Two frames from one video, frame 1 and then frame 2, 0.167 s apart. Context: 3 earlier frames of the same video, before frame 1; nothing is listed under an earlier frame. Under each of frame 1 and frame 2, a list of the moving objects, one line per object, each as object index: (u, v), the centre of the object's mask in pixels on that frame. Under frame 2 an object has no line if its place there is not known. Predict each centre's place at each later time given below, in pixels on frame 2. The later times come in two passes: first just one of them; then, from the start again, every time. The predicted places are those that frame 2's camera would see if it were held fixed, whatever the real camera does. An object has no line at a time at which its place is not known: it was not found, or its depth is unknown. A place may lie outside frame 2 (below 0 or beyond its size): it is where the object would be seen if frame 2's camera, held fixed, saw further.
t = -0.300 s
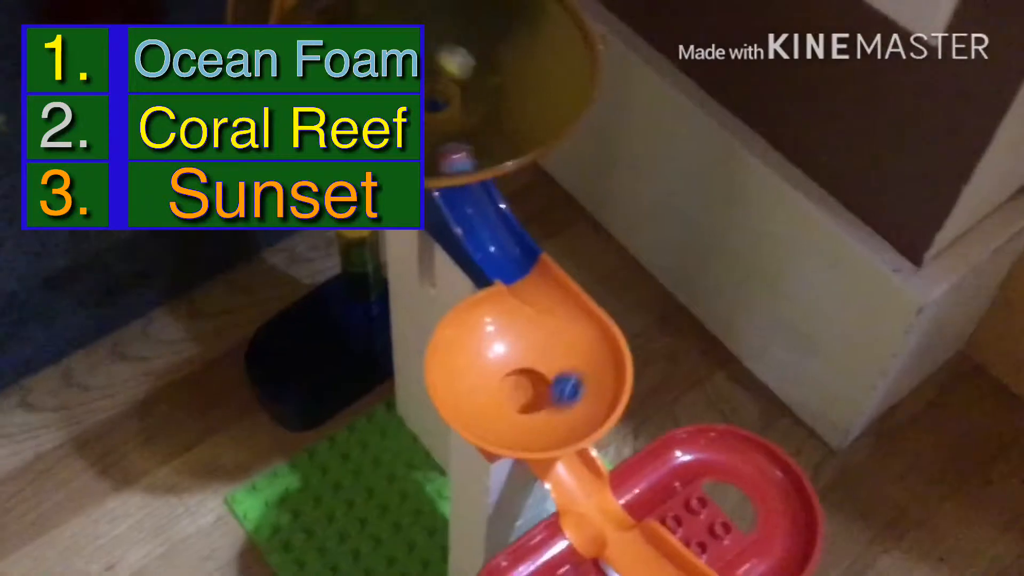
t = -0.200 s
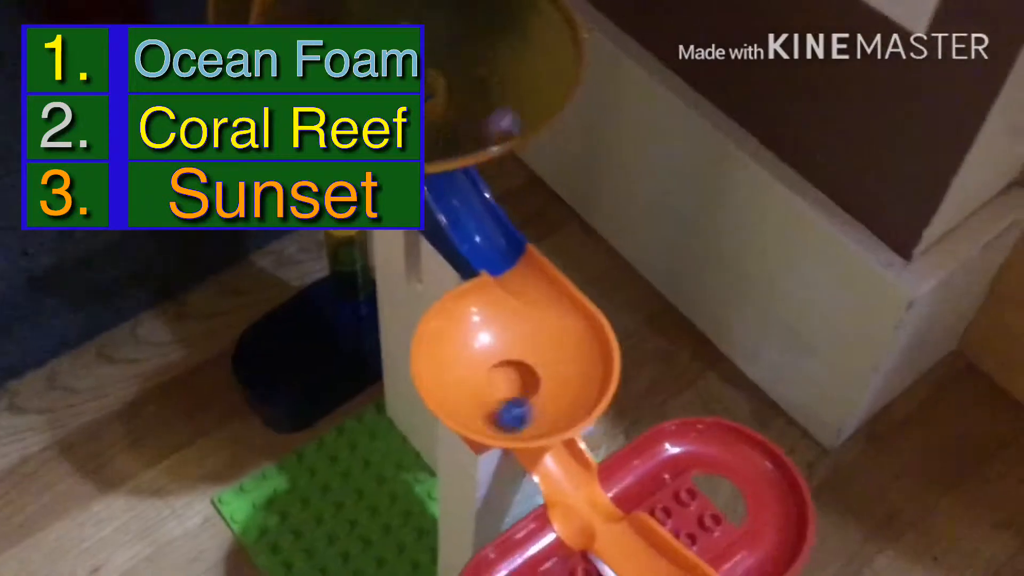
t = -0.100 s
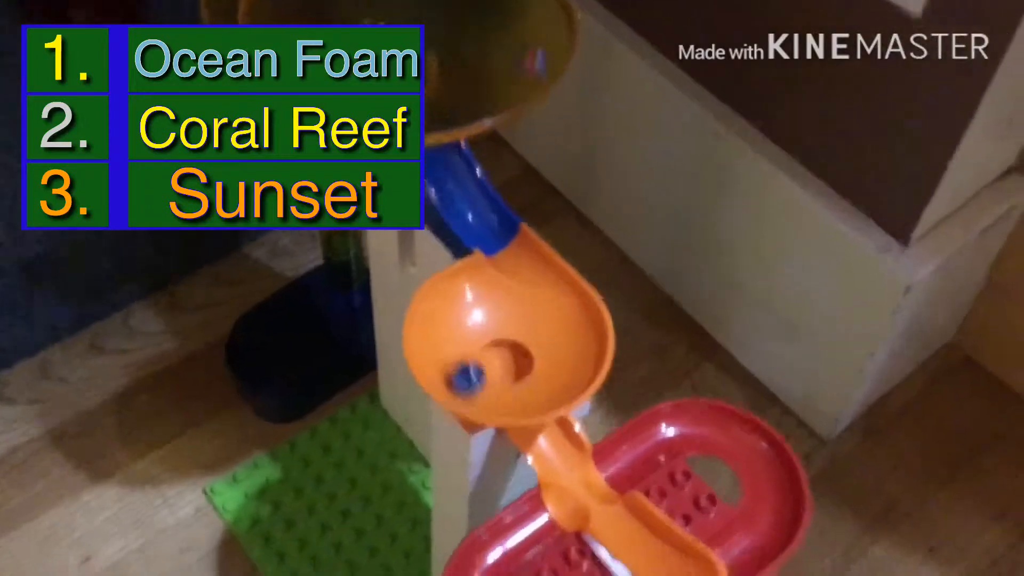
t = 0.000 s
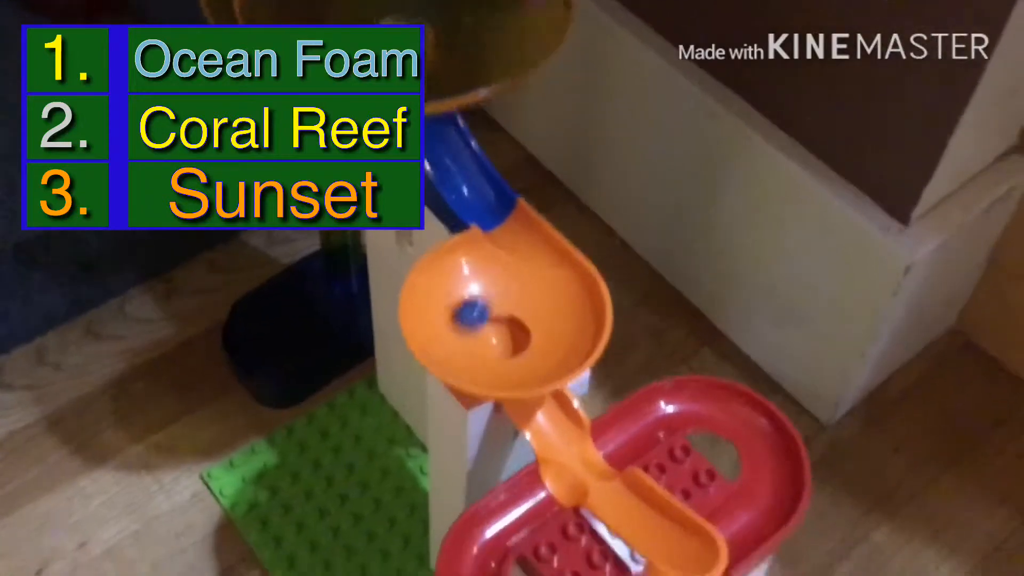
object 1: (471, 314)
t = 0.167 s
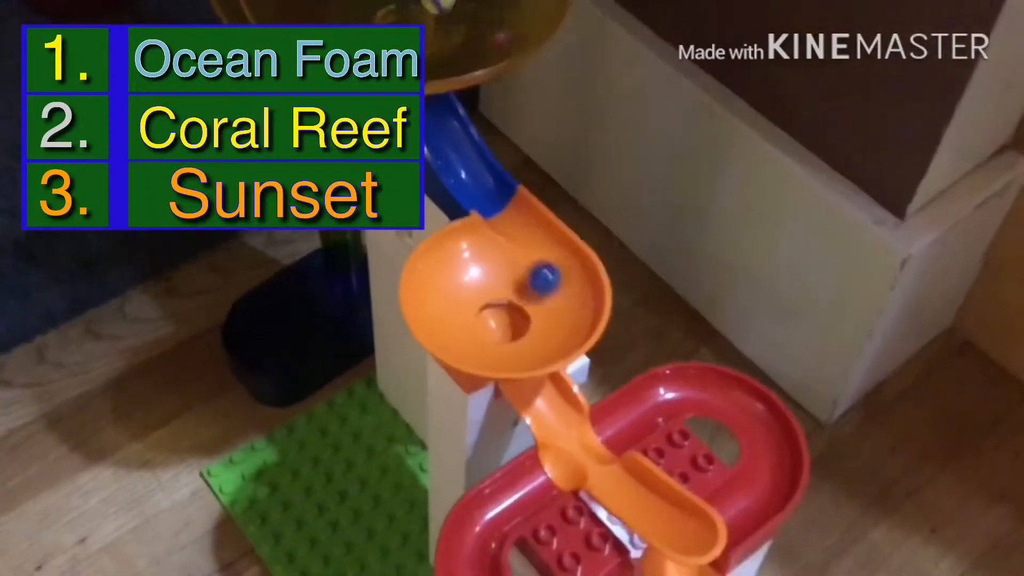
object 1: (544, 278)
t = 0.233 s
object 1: (548, 304)
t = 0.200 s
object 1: (549, 289)
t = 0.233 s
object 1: (548, 304)
